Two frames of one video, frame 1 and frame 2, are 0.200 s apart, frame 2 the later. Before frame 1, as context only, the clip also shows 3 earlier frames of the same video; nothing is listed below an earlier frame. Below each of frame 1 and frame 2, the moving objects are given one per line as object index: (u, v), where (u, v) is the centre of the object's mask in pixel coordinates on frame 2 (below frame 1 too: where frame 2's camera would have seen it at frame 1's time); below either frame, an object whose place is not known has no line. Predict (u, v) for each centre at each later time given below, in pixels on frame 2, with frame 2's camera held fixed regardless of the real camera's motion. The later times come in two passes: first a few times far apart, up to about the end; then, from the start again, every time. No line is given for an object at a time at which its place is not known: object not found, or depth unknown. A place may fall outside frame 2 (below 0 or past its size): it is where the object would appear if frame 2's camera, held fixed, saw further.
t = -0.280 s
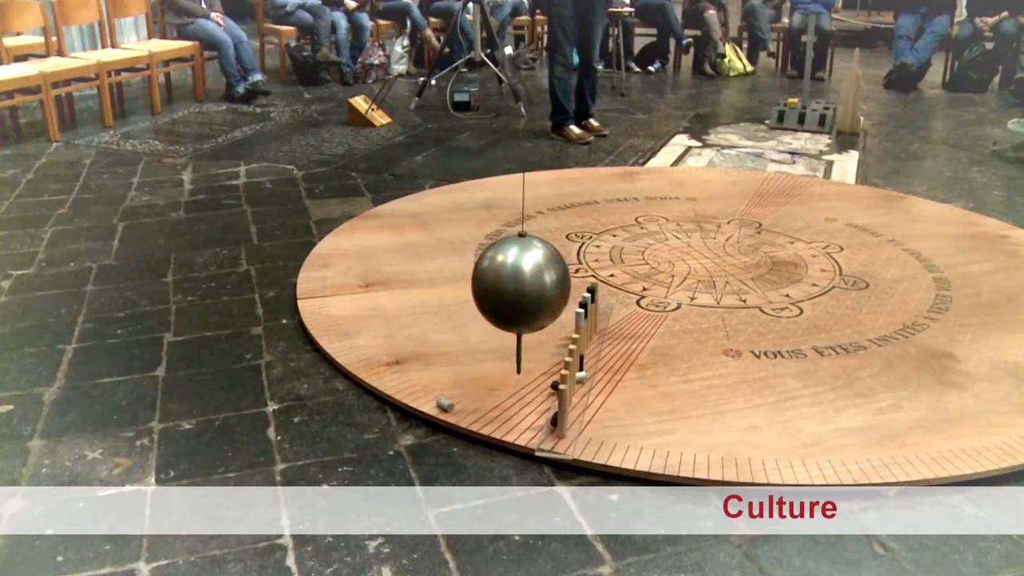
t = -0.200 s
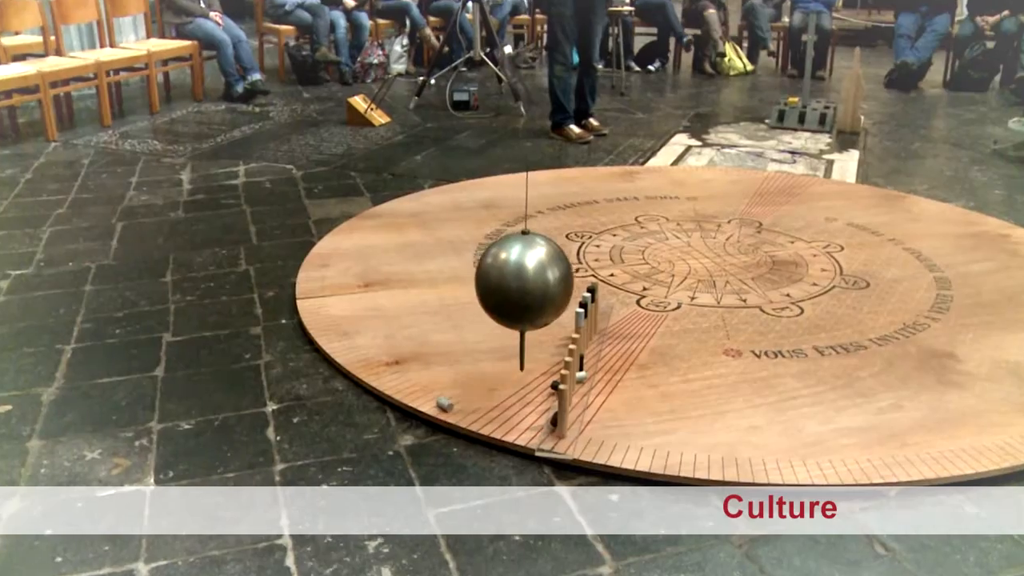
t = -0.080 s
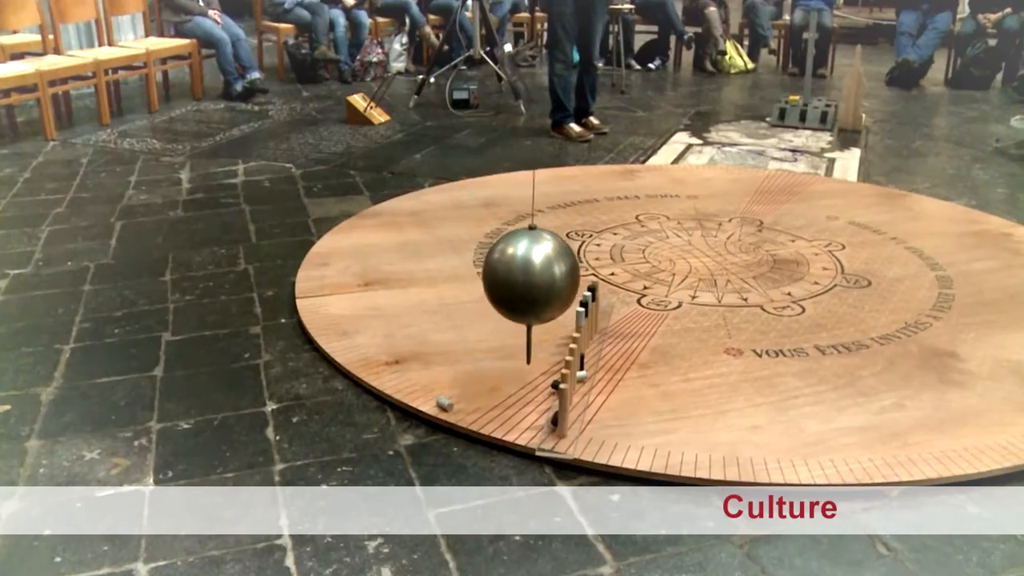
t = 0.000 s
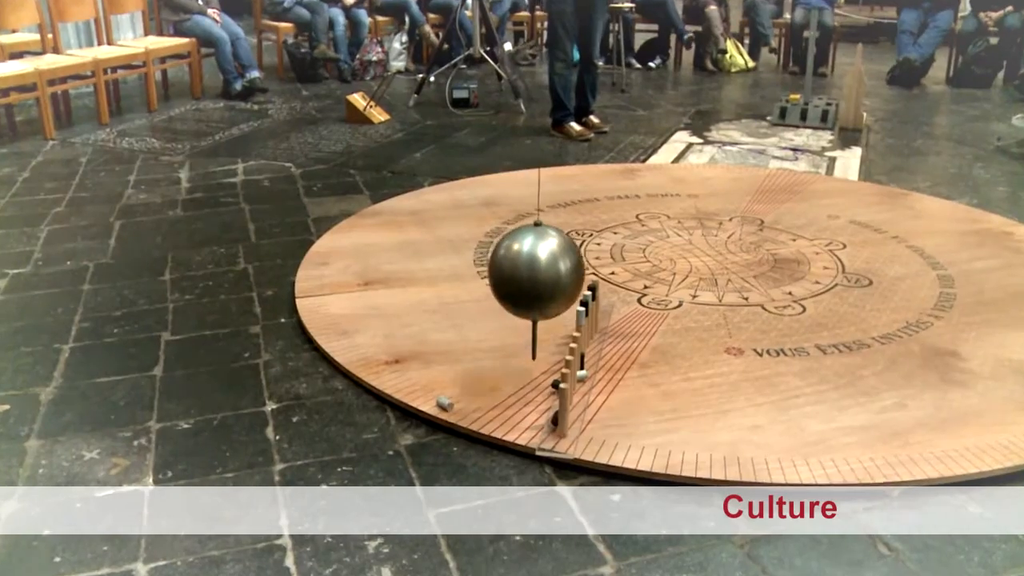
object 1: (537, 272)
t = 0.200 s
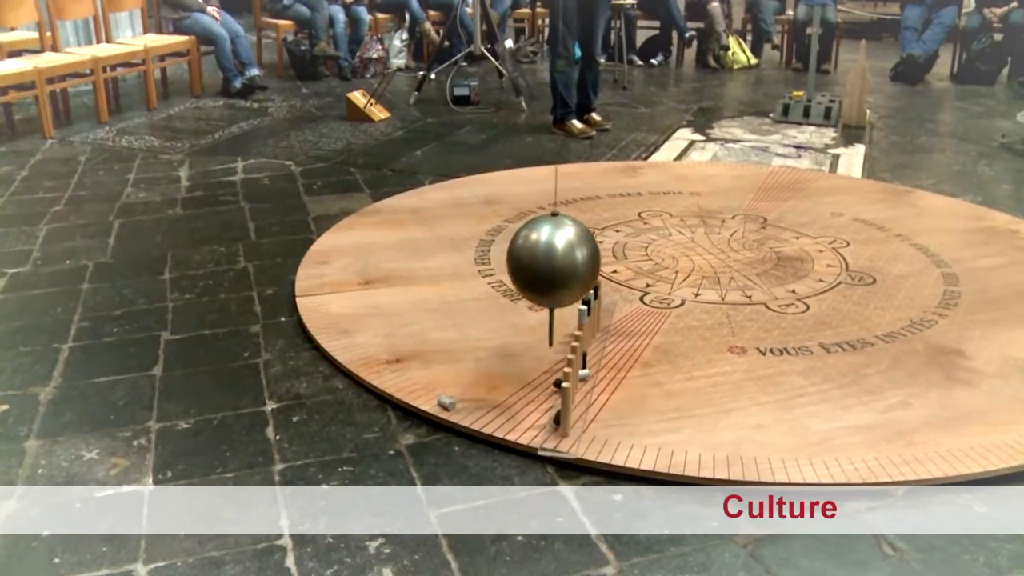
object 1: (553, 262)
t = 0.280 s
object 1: (560, 258)
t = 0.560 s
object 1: (587, 240)
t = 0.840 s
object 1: (616, 223)
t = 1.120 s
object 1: (644, 204)
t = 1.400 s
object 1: (672, 187)
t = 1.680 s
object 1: (697, 170)
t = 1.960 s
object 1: (719, 155)
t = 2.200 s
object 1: (736, 144)
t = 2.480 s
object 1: (753, 133)
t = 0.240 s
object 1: (556, 260)
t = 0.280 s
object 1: (560, 258)
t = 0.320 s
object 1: (563, 255)
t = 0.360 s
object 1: (567, 253)
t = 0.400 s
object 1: (571, 251)
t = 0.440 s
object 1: (575, 249)
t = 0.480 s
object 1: (579, 246)
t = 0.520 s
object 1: (583, 243)
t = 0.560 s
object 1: (587, 240)
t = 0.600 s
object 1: (591, 238)
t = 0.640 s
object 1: (595, 235)
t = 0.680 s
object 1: (599, 234)
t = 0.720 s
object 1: (603, 231)
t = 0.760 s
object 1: (608, 228)
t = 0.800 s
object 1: (612, 225)
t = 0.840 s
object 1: (616, 223)
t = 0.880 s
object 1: (620, 220)
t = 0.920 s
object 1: (624, 217)
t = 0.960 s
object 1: (628, 215)
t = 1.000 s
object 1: (632, 212)
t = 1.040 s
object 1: (636, 209)
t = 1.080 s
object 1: (640, 207)
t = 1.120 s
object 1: (644, 204)
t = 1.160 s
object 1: (649, 201)
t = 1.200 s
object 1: (653, 199)
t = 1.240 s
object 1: (656, 197)
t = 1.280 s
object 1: (660, 194)
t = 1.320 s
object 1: (664, 191)
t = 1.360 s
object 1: (668, 189)
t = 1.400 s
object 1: (672, 187)
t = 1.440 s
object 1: (675, 184)
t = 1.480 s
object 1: (679, 182)
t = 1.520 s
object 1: (683, 179)
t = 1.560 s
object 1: (686, 177)
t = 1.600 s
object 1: (690, 174)
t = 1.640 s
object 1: (693, 172)
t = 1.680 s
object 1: (697, 170)
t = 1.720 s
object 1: (700, 168)
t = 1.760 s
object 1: (703, 165)
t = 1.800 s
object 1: (706, 163)
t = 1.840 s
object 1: (710, 161)
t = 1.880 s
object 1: (713, 159)
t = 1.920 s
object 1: (716, 157)
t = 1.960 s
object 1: (719, 155)
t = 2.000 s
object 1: (722, 153)
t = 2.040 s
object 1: (725, 151)
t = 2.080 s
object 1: (728, 149)
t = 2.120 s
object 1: (731, 147)
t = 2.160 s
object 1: (733, 145)
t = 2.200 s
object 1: (736, 144)
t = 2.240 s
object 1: (738, 142)
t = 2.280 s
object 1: (741, 140)
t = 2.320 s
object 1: (743, 139)
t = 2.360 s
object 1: (746, 137)
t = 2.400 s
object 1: (748, 135)
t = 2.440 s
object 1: (751, 134)
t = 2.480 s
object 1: (753, 133)
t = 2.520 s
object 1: (755, 132)
